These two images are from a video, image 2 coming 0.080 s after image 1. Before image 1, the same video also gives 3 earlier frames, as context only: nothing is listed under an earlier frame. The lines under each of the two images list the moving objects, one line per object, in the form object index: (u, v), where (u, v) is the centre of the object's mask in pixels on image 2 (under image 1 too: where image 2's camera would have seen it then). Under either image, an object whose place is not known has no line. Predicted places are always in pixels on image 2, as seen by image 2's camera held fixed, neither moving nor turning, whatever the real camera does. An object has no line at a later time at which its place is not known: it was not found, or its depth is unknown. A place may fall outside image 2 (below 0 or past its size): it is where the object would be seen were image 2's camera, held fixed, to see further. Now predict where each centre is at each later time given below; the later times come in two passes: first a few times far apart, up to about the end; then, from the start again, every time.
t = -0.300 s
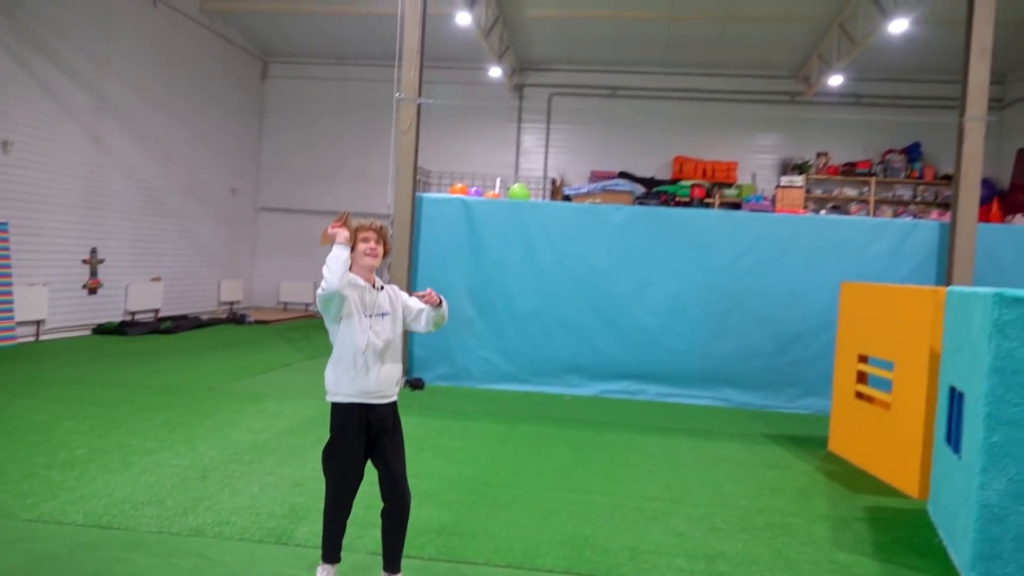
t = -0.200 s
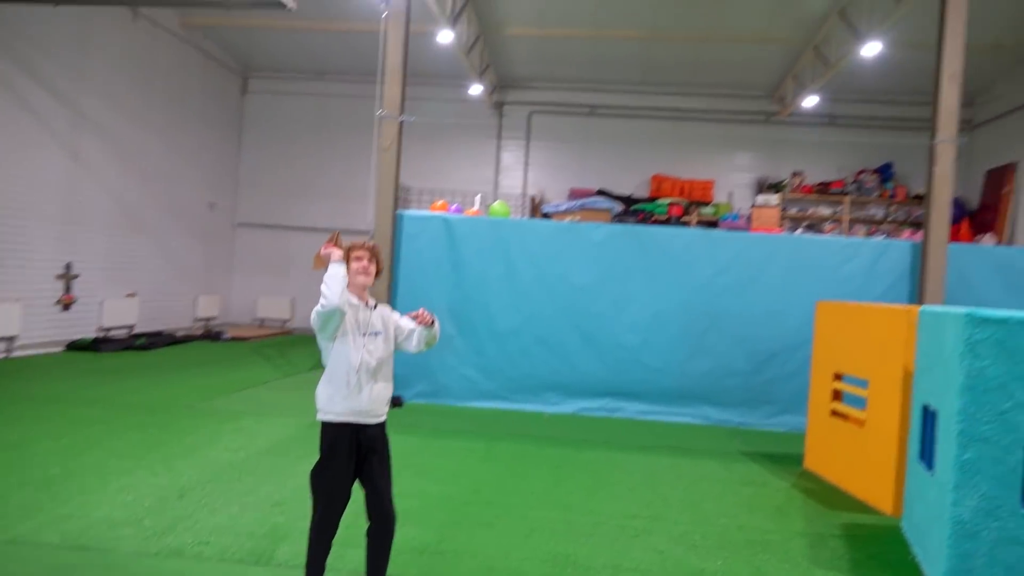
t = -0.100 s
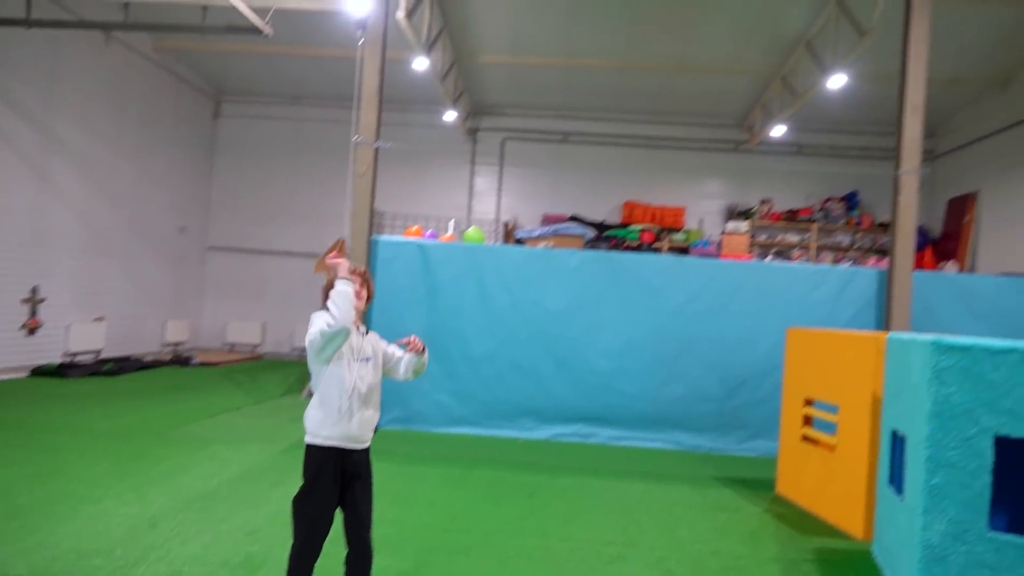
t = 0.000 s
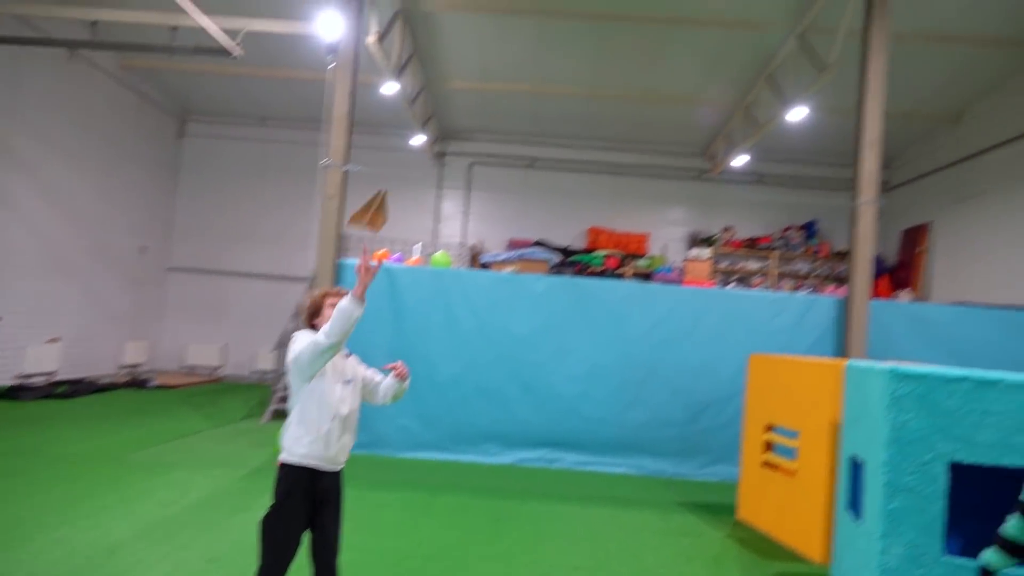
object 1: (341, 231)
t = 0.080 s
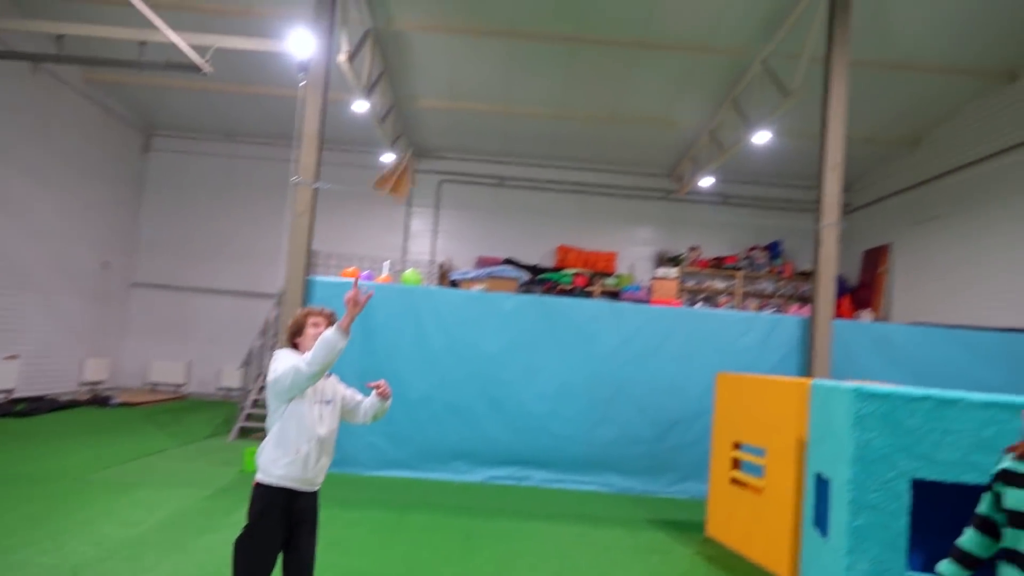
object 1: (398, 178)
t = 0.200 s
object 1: (464, 115)
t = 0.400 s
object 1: (535, 76)
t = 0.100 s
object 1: (409, 167)
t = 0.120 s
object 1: (422, 154)
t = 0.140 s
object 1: (433, 143)
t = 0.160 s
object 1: (444, 134)
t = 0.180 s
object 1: (454, 124)
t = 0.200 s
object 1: (464, 115)
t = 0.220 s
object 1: (474, 106)
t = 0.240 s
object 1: (482, 100)
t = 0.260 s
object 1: (489, 94)
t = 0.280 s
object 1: (498, 87)
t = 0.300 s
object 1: (506, 83)
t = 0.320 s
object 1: (513, 79)
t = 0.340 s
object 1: (519, 77)
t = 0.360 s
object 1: (525, 76)
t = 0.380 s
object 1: (530, 76)
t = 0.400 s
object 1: (535, 76)
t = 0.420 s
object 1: (539, 77)
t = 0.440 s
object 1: (543, 79)
